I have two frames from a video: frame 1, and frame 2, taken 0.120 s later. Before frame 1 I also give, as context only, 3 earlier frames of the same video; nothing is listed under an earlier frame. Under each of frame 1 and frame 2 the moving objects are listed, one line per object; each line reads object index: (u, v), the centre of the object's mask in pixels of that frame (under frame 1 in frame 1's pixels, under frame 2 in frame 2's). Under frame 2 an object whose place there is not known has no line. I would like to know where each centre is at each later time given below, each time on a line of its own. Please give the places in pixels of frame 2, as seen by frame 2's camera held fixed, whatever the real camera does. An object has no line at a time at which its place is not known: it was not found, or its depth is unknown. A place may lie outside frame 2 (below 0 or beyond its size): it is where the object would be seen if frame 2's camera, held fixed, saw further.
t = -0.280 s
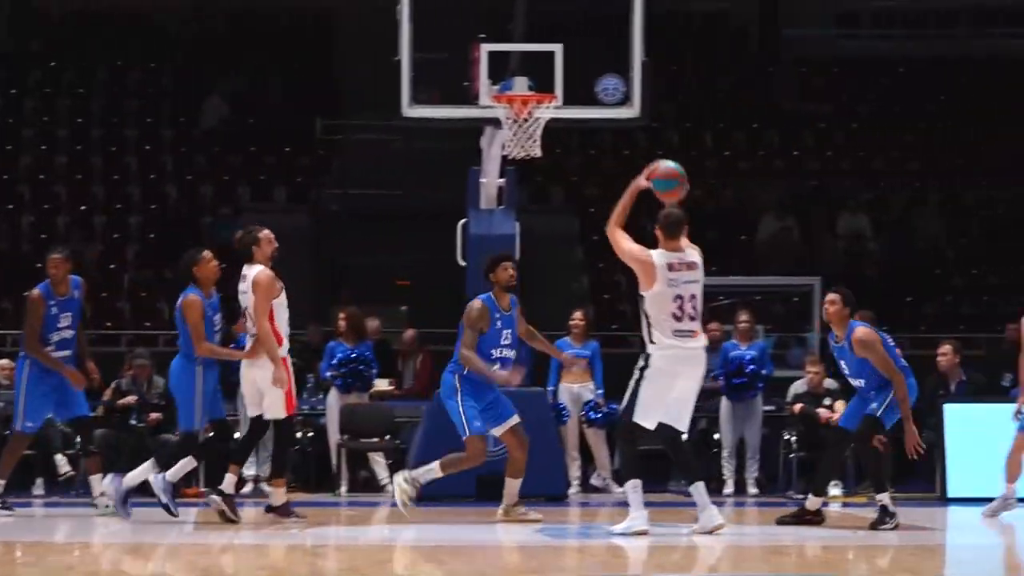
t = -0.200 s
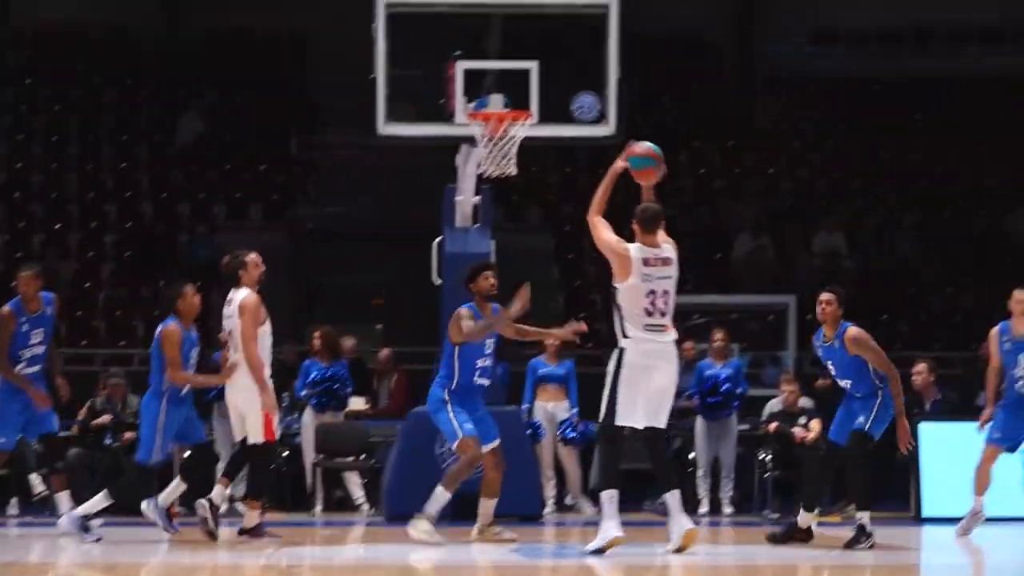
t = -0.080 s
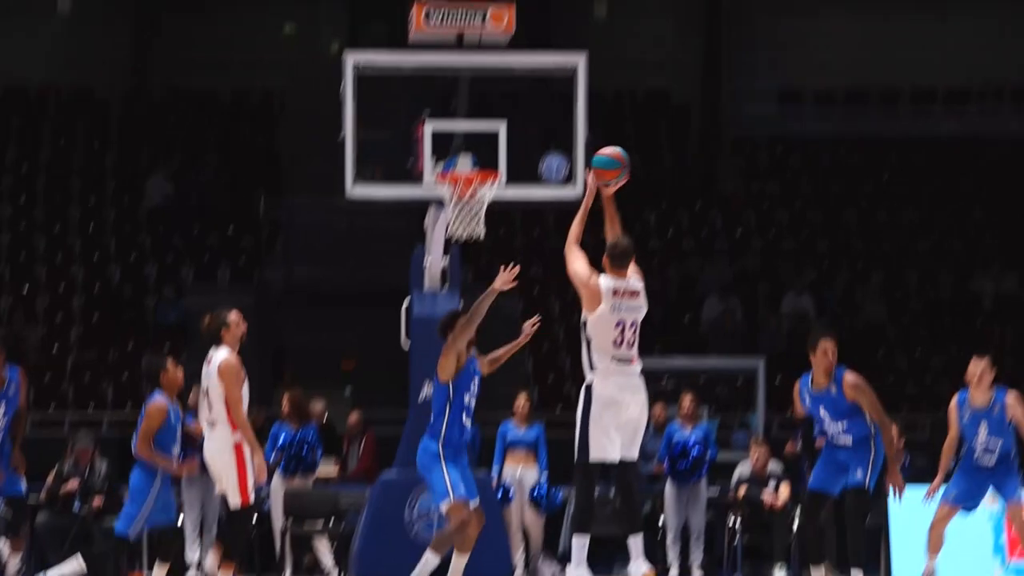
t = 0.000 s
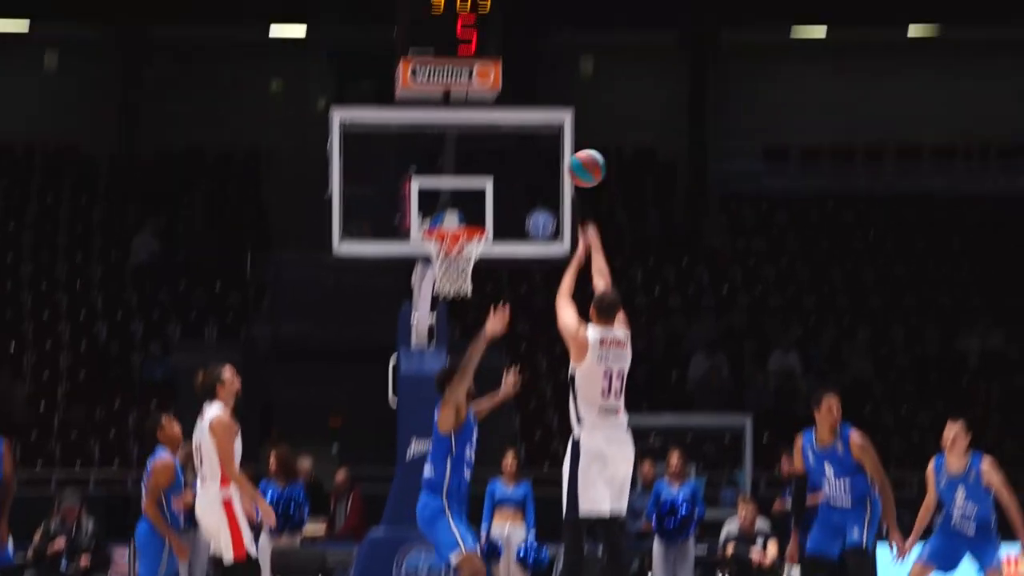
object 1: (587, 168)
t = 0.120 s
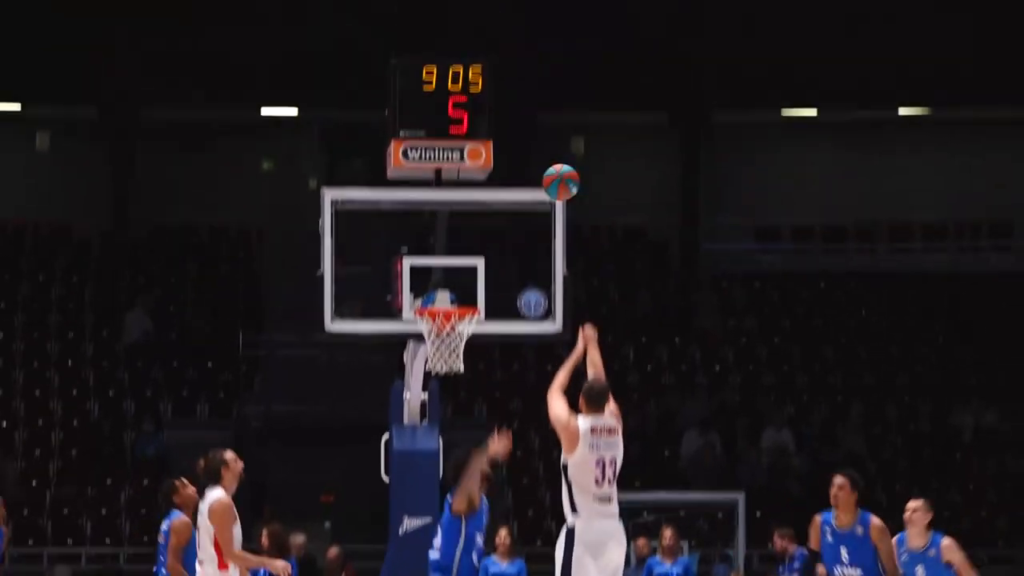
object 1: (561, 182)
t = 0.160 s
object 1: (555, 164)
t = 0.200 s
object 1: (548, 154)
